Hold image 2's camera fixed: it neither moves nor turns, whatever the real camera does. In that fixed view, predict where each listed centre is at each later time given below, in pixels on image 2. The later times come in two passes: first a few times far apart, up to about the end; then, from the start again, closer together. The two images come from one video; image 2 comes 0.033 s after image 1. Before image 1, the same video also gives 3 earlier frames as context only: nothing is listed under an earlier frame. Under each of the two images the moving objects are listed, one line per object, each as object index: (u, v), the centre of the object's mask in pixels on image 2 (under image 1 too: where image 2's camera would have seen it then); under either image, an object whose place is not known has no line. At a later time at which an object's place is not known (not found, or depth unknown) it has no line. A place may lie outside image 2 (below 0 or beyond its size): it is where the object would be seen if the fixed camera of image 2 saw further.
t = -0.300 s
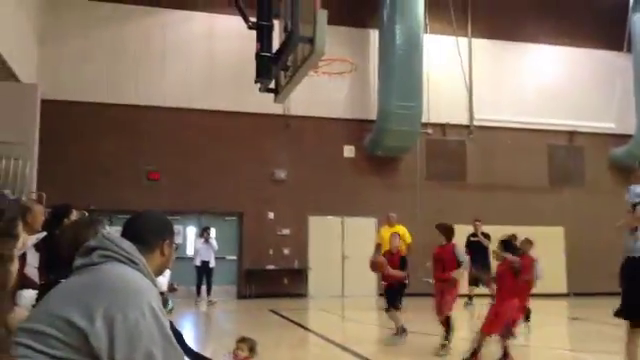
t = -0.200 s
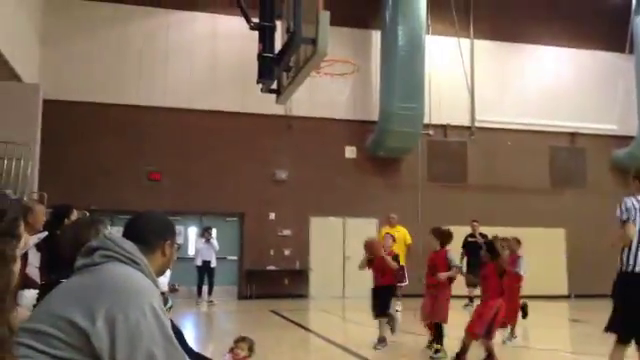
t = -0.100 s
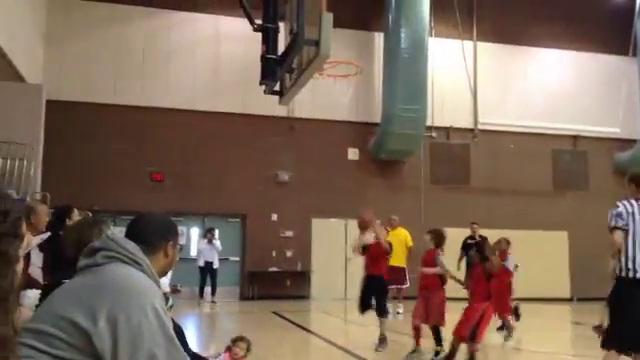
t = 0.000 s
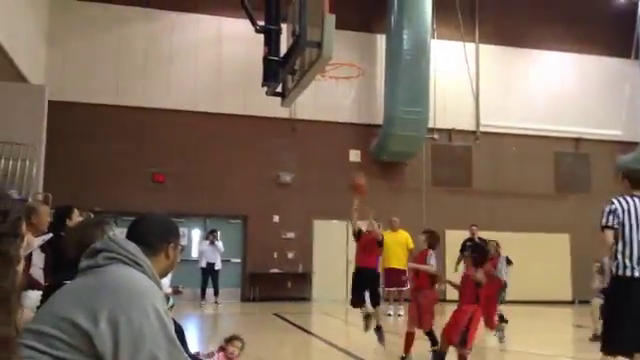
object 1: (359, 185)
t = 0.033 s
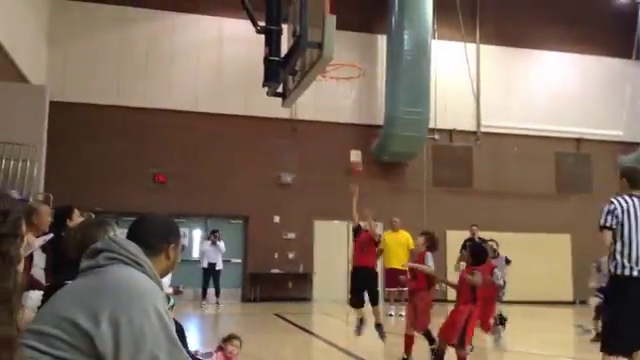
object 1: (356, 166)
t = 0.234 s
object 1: (330, 97)
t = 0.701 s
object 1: (354, 66)
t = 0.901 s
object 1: (365, 63)
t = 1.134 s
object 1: (388, 80)
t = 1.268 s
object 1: (401, 112)
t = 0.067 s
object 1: (351, 153)
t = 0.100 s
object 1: (346, 139)
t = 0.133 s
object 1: (342, 129)
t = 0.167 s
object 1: (339, 119)
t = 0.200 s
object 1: (334, 108)
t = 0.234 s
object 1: (330, 97)
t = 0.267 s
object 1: (325, 87)
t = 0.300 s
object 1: (323, 79)
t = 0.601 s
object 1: (340, 54)
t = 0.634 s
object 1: (344, 56)
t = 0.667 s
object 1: (349, 61)
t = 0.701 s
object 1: (354, 66)
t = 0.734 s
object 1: (356, 64)
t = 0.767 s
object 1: (358, 62)
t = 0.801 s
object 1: (359, 61)
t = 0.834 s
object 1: (362, 61)
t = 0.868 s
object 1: (363, 61)
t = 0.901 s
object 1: (365, 63)
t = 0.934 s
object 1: (367, 65)
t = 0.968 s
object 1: (370, 66)
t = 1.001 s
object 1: (373, 66)
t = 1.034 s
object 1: (377, 68)
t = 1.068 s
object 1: (380, 71)
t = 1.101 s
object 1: (383, 74)
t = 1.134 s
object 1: (388, 80)
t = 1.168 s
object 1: (391, 87)
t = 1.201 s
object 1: (394, 93)
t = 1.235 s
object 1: (397, 102)
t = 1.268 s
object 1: (401, 112)
